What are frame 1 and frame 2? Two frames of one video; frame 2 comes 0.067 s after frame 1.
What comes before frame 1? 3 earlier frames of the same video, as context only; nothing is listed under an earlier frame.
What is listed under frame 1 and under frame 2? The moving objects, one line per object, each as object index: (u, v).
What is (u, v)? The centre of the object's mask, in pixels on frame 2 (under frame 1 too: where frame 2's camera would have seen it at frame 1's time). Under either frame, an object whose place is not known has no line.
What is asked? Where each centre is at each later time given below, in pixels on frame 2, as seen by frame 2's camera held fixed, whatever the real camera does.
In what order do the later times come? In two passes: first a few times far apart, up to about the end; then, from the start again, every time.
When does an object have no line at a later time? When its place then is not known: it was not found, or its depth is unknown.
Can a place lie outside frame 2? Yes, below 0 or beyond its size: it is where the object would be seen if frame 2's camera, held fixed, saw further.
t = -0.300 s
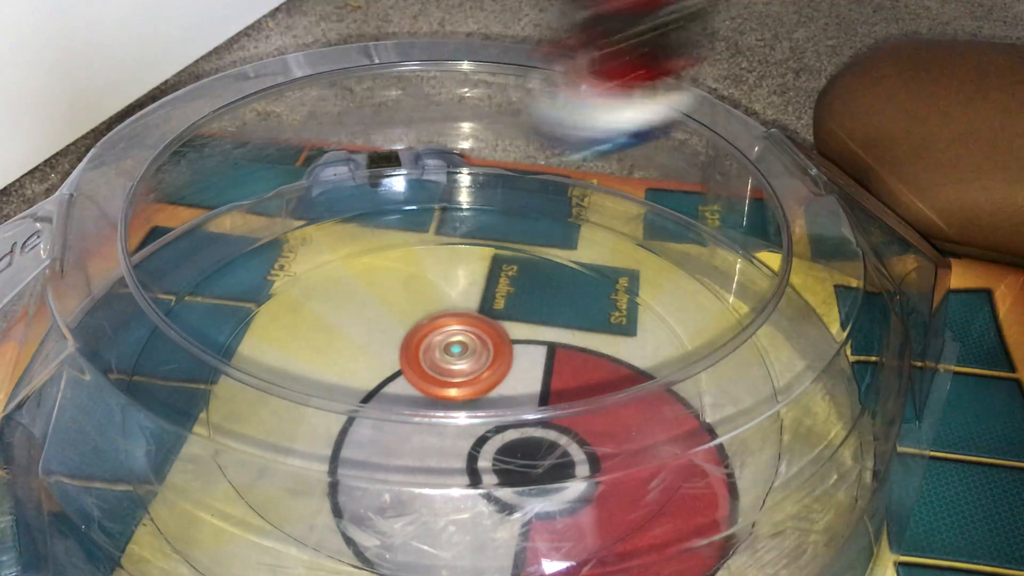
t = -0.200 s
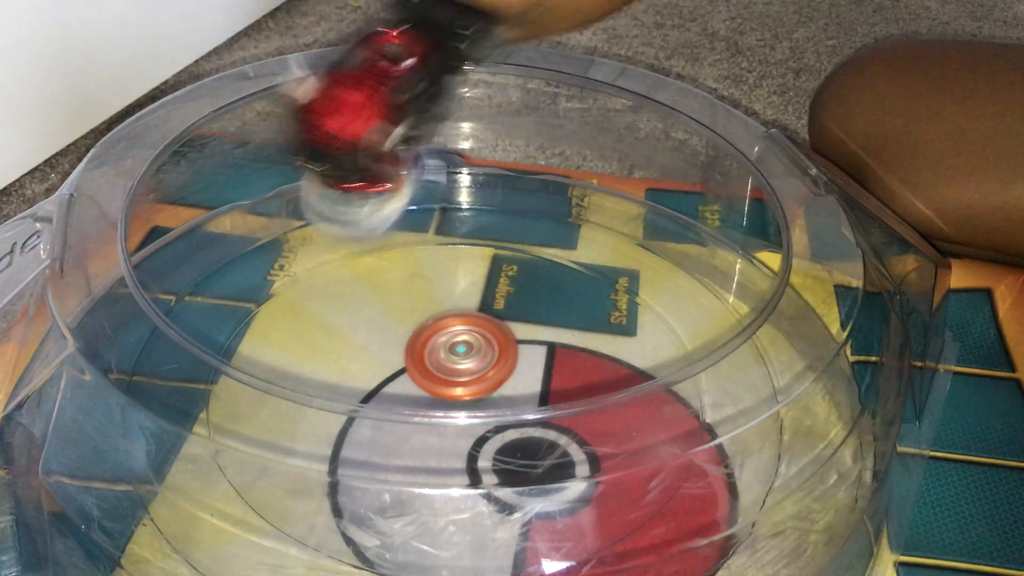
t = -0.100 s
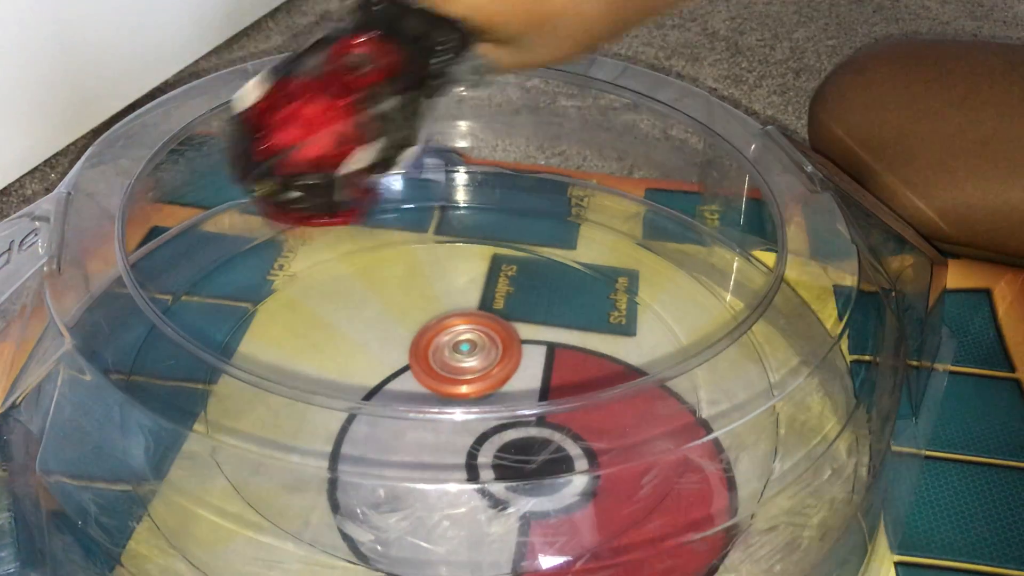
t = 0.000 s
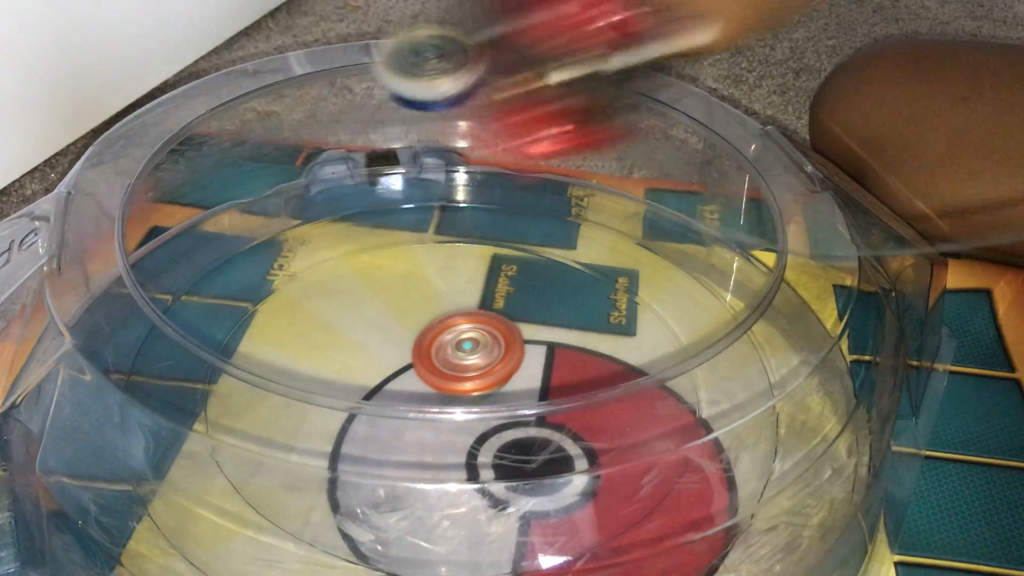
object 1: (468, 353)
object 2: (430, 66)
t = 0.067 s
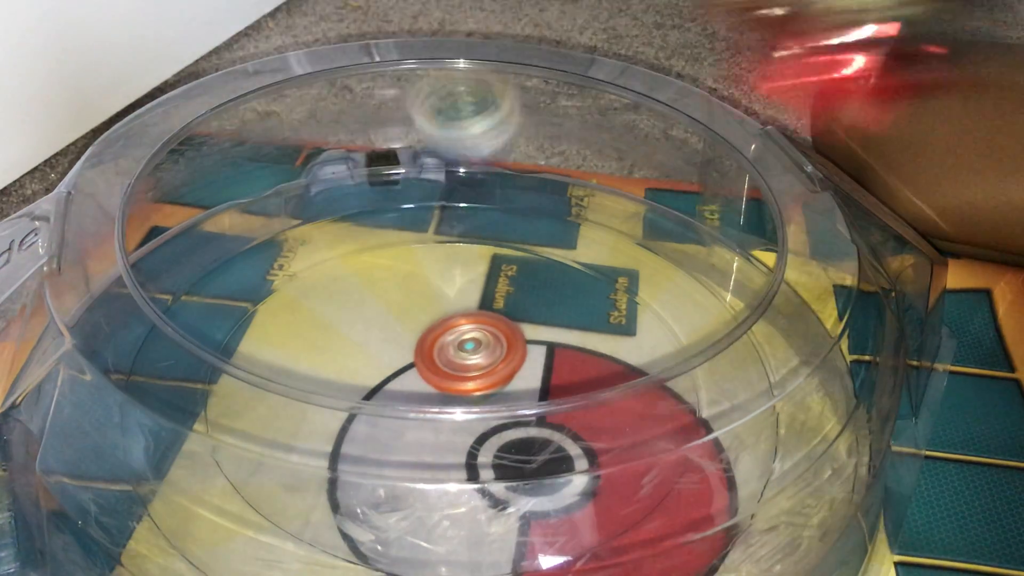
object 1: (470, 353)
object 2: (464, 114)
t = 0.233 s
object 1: (471, 358)
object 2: (498, 261)
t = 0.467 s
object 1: (294, 354)
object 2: (664, 443)
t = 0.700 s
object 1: (301, 409)
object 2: (715, 503)
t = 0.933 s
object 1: (375, 417)
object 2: (667, 523)
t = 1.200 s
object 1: (483, 360)
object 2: (592, 544)
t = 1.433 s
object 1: (472, 303)
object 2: (524, 552)
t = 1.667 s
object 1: (452, 314)
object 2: (427, 552)
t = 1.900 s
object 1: (461, 357)
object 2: (309, 547)
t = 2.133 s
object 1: (499, 374)
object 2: (206, 520)
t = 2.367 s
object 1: (511, 386)
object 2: (155, 447)
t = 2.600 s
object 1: (485, 377)
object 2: (140, 379)
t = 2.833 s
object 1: (445, 379)
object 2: (158, 313)
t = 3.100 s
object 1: (416, 376)
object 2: (212, 253)
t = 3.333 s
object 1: (420, 371)
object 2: (274, 215)
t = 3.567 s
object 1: (439, 357)
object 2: (345, 189)
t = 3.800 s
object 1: (461, 341)
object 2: (423, 178)
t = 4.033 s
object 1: (470, 339)
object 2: (500, 183)
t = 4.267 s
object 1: (476, 354)
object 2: (574, 199)
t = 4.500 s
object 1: (488, 371)
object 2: (645, 225)
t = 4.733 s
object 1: (490, 379)
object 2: (703, 264)
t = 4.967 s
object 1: (467, 381)
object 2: (748, 319)
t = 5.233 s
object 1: (435, 378)
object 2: (765, 400)
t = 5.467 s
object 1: (420, 369)
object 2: (739, 474)
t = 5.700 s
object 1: (427, 358)
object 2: (675, 527)
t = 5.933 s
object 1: (448, 349)
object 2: (581, 548)
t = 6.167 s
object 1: (471, 349)
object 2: (470, 554)
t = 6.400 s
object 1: (489, 356)
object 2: (360, 551)
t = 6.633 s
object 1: (494, 367)
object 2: (268, 538)
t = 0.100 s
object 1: (471, 354)
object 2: (480, 164)
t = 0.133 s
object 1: (472, 355)
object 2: (497, 224)
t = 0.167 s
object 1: (471, 357)
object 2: (499, 236)
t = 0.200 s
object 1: (471, 357)
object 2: (498, 239)
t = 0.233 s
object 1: (471, 358)
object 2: (498, 261)
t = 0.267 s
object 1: (452, 358)
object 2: (510, 294)
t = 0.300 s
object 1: (411, 359)
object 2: (543, 323)
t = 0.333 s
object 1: (372, 357)
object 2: (587, 380)
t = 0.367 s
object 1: (341, 354)
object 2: (605, 404)
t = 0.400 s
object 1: (316, 352)
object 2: (630, 415)
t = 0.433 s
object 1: (301, 352)
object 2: (652, 439)
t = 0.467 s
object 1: (294, 354)
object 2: (664, 443)
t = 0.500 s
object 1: (291, 357)
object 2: (671, 449)
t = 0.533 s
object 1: (284, 368)
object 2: (681, 456)
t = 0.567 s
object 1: (283, 378)
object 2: (698, 464)
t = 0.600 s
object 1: (284, 388)
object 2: (701, 475)
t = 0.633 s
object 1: (288, 397)
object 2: (714, 491)
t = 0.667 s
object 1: (294, 405)
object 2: (721, 501)
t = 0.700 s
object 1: (301, 409)
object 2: (715, 503)
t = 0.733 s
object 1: (309, 412)
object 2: (705, 501)
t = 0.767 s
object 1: (318, 415)
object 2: (695, 502)
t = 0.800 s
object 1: (329, 417)
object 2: (687, 502)
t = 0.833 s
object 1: (339, 418)
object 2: (682, 505)
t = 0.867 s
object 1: (349, 419)
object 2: (676, 509)
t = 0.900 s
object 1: (361, 418)
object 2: (670, 514)
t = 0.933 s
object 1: (375, 417)
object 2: (667, 523)
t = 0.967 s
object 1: (391, 417)
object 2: (665, 531)
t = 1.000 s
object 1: (410, 405)
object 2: (659, 535)
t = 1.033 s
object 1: (427, 403)
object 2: (647, 535)
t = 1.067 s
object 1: (443, 395)
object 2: (637, 534)
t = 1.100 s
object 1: (456, 379)
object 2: (626, 535)
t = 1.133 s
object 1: (467, 374)
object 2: (615, 537)
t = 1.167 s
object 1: (477, 368)
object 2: (604, 540)
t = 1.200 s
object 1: (483, 360)
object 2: (592, 544)
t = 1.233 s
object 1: (487, 349)
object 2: (582, 548)
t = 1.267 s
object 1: (489, 338)
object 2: (573, 551)
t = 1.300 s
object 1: (487, 327)
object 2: (563, 551)
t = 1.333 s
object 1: (485, 319)
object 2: (554, 550)
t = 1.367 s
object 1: (480, 311)
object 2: (546, 549)
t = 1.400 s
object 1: (476, 306)
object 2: (537, 550)
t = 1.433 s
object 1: (472, 303)
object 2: (524, 552)
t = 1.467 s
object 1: (468, 300)
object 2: (508, 554)
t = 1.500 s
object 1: (464, 298)
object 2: (485, 558)
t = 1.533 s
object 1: (461, 298)
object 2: (471, 562)
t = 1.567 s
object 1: (458, 299)
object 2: (457, 558)
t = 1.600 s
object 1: (456, 303)
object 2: (451, 558)
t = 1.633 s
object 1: (454, 308)
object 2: (447, 556)
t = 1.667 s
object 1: (452, 314)
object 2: (427, 552)
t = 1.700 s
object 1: (450, 320)
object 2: (413, 551)
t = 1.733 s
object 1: (448, 326)
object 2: (394, 555)
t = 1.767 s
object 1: (447, 332)
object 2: (370, 556)
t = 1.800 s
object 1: (448, 338)
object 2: (345, 555)
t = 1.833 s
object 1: (450, 344)
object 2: (327, 552)
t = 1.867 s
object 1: (455, 350)
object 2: (316, 551)
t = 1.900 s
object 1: (461, 357)
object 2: (309, 547)
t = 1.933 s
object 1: (467, 361)
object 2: (302, 544)
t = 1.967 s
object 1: (474, 365)
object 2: (294, 539)
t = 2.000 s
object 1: (480, 367)
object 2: (280, 537)
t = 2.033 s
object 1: (486, 370)
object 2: (264, 535)
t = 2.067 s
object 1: (491, 372)
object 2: (249, 529)
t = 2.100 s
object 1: (495, 373)
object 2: (233, 526)
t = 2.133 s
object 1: (499, 374)
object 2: (206, 520)
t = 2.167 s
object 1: (502, 375)
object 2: (193, 505)
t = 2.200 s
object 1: (505, 376)
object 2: (185, 497)
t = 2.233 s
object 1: (507, 376)
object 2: (182, 489)
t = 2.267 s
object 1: (509, 377)
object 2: (178, 482)
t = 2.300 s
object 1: (511, 377)
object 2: (173, 469)
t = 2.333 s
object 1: (511, 378)
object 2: (165, 457)
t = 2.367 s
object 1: (511, 386)
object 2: (155, 447)
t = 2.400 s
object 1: (508, 378)
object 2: (144, 436)
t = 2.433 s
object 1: (505, 378)
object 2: (135, 424)
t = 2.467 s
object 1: (501, 377)
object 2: (135, 416)
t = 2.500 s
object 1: (497, 377)
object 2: (138, 407)
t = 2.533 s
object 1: (493, 376)
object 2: (141, 398)
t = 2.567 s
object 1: (489, 377)
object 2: (142, 388)
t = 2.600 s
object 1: (485, 377)
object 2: (140, 379)
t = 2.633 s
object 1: (480, 377)
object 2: (136, 368)
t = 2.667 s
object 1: (474, 377)
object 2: (132, 357)
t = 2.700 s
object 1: (469, 378)
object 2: (137, 342)
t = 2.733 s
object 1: (463, 378)
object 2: (140, 333)
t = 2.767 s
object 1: (457, 379)
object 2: (145, 328)
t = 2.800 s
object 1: (451, 379)
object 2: (151, 321)
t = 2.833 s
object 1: (445, 379)
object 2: (158, 313)
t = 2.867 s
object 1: (439, 379)
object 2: (162, 304)
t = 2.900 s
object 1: (435, 378)
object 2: (167, 293)
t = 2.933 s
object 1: (430, 378)
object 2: (172, 282)
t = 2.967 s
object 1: (426, 378)
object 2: (184, 272)
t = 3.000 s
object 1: (422, 377)
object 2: (186, 269)
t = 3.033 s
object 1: (420, 377)
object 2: (193, 265)
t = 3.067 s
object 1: (417, 376)
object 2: (202, 260)
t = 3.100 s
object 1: (416, 376)
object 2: (212, 253)
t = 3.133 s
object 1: (414, 375)
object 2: (221, 247)
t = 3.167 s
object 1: (413, 375)
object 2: (228, 239)
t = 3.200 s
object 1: (414, 374)
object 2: (236, 230)
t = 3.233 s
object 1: (415, 373)
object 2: (245, 222)
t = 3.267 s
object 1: (416, 373)
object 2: (255, 219)
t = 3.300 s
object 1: (418, 372)
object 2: (265, 217)
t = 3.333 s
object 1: (420, 371)
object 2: (274, 215)
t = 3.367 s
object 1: (422, 369)
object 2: (285, 211)
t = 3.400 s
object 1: (425, 368)
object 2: (295, 206)
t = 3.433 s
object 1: (427, 366)
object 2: (305, 201)
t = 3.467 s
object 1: (430, 364)
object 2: (316, 195)
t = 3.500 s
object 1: (433, 362)
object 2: (327, 192)
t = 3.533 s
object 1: (436, 359)
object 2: (336, 192)
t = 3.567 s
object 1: (439, 357)
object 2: (345, 189)
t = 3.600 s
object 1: (443, 354)
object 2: (355, 187)
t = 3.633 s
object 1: (446, 352)
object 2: (367, 186)
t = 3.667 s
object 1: (450, 349)
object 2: (379, 184)
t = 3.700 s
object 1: (453, 347)
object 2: (393, 182)
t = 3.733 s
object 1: (456, 345)
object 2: (406, 179)
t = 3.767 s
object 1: (458, 342)
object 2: (414, 178)
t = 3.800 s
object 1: (461, 341)
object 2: (423, 178)
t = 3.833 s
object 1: (463, 339)
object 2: (434, 180)
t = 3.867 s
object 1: (465, 338)
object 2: (447, 181)
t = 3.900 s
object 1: (467, 337)
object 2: (457, 180)
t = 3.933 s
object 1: (468, 337)
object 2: (470, 178)
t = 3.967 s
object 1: (469, 337)
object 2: (481, 180)
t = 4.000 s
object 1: (469, 338)
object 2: (490, 181)
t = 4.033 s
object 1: (470, 339)
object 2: (500, 183)
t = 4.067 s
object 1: (470, 341)
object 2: (511, 186)
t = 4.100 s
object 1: (471, 342)
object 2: (522, 187)
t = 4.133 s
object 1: (472, 345)
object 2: (534, 187)
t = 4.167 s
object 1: (472, 347)
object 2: (548, 189)
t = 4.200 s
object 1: (473, 349)
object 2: (557, 192)
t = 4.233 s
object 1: (475, 352)
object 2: (564, 194)
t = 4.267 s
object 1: (476, 354)
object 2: (574, 199)
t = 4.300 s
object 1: (478, 357)
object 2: (586, 202)
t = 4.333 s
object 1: (480, 360)
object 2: (598, 203)
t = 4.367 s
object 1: (482, 362)
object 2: (609, 207)
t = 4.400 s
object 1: (483, 364)
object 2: (617, 211)
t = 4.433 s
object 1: (485, 367)
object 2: (625, 216)
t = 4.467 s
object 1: (486, 369)
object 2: (634, 220)
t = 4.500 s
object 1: (488, 371)
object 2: (645, 225)
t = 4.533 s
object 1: (490, 372)
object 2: (656, 231)
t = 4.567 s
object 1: (491, 374)
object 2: (663, 237)
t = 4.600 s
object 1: (492, 376)
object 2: (671, 241)
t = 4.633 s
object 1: (493, 376)
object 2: (679, 246)
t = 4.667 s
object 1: (492, 377)
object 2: (688, 252)
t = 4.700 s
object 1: (491, 378)
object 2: (696, 259)
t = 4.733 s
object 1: (490, 379)
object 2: (703, 264)
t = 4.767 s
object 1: (487, 379)
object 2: (711, 271)
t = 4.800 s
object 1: (485, 380)
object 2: (716, 278)
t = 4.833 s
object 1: (482, 380)
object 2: (718, 285)
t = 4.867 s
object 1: (479, 381)
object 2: (728, 291)
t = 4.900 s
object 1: (475, 381)
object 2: (736, 300)
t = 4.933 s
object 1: (471, 381)
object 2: (743, 310)
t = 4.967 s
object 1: (467, 381)
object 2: (748, 319)
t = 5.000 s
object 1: (462, 381)
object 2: (753, 328)
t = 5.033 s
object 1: (458, 381)
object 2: (762, 337)
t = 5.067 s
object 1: (454, 381)
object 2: (768, 353)
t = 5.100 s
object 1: (450, 380)
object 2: (763, 361)
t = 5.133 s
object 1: (445, 380)
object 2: (766, 372)
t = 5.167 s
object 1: (442, 379)
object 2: (765, 382)
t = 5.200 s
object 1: (438, 379)
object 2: (766, 390)
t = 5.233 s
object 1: (435, 378)
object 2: (765, 400)
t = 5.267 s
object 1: (431, 377)
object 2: (766, 409)
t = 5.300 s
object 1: (429, 376)
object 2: (763, 422)
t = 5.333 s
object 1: (426, 375)
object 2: (761, 432)
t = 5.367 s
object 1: (424, 373)
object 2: (757, 437)
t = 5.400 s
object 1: (422, 372)
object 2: (748, 449)
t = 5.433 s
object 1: (421, 371)
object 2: (745, 464)
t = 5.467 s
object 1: (420, 369)
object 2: (739, 474)
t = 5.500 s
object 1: (419, 368)
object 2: (734, 482)
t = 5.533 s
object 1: (420, 366)
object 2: (727, 490)
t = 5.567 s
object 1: (420, 364)
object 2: (718, 498)
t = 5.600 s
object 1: (421, 362)
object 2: (709, 505)
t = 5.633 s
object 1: (423, 360)
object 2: (696, 515)
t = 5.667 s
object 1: (425, 359)
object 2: (686, 520)
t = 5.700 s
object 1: (427, 358)
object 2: (675, 527)
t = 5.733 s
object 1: (429, 356)
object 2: (664, 531)
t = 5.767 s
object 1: (432, 355)
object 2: (650, 535)
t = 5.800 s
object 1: (436, 354)
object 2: (637, 538)
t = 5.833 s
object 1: (438, 353)
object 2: (624, 541)
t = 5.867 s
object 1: (441, 352)
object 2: (608, 543)
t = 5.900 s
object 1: (445, 351)
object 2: (592, 546)
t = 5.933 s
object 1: (448, 349)
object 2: (581, 548)
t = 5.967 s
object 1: (451, 349)
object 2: (570, 551)
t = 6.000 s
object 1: (455, 348)
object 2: (553, 553)
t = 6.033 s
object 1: (458, 348)
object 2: (537, 552)
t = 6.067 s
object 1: (461, 348)
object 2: (527, 556)
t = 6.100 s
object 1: (465, 348)
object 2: (505, 555)
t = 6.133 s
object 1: (468, 348)
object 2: (491, 558)
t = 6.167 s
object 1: (471, 349)
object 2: (470, 554)
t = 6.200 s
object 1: (474, 349)
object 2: (452, 554)
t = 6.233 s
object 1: (477, 350)
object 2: (439, 554)
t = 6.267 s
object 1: (480, 351)
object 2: (426, 558)
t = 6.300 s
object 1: (483, 352)
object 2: (406, 554)
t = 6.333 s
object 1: (485, 353)
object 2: (389, 555)
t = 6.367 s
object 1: (487, 354)
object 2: (379, 557)
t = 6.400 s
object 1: (489, 356)
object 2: (360, 551)
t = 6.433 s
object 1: (491, 358)
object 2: (347, 550)
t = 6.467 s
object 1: (493, 360)
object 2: (330, 548)
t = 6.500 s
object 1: (494, 361)
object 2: (319, 546)
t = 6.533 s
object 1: (495, 363)
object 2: (303, 545)
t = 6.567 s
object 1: (495, 364)
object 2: (291, 543)
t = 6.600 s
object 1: (495, 366)
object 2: (281, 539)
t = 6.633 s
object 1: (494, 367)
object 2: (268, 538)
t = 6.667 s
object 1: (493, 369)
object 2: (255, 534)
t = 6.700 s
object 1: (492, 370)
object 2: (242, 532)
